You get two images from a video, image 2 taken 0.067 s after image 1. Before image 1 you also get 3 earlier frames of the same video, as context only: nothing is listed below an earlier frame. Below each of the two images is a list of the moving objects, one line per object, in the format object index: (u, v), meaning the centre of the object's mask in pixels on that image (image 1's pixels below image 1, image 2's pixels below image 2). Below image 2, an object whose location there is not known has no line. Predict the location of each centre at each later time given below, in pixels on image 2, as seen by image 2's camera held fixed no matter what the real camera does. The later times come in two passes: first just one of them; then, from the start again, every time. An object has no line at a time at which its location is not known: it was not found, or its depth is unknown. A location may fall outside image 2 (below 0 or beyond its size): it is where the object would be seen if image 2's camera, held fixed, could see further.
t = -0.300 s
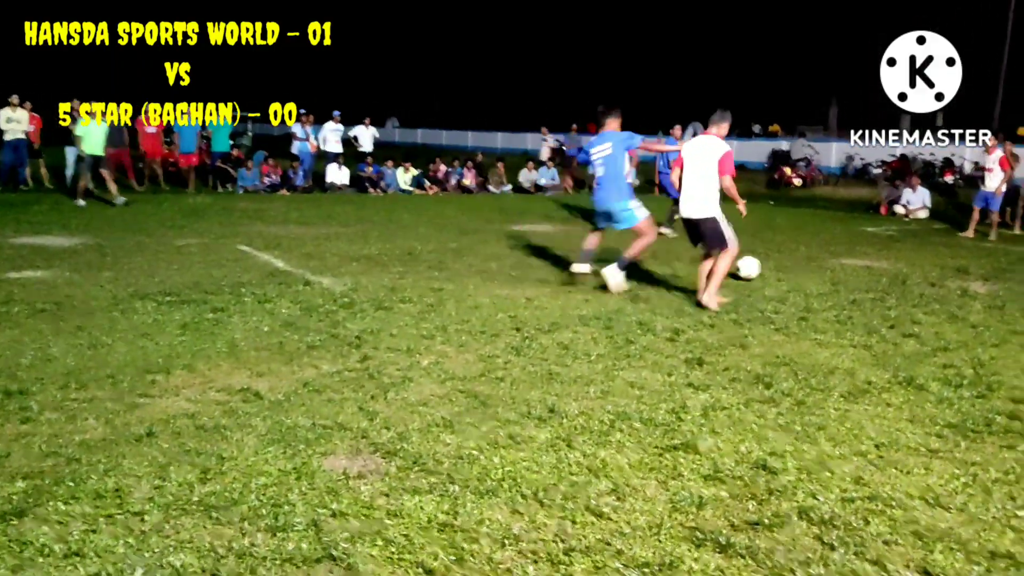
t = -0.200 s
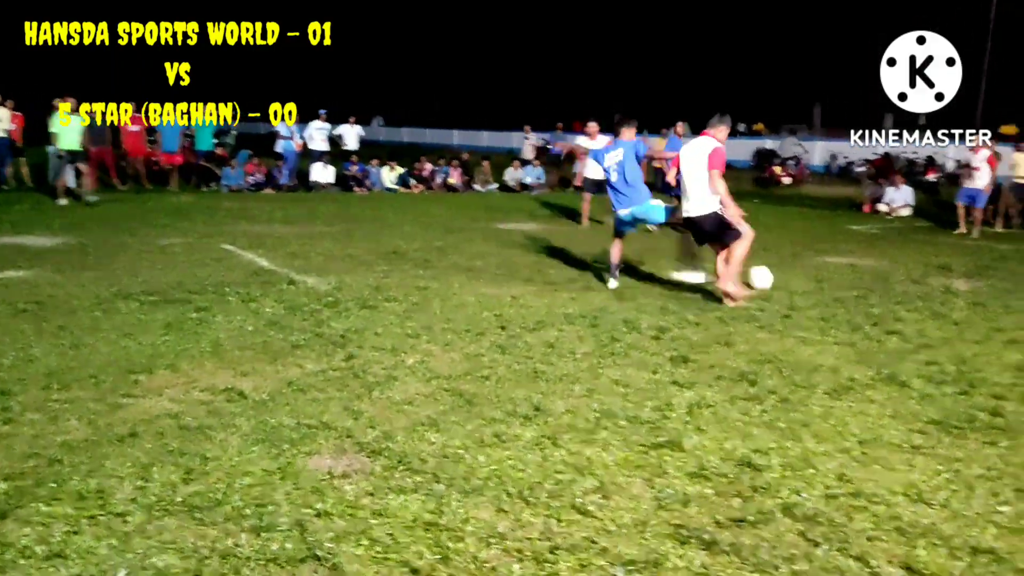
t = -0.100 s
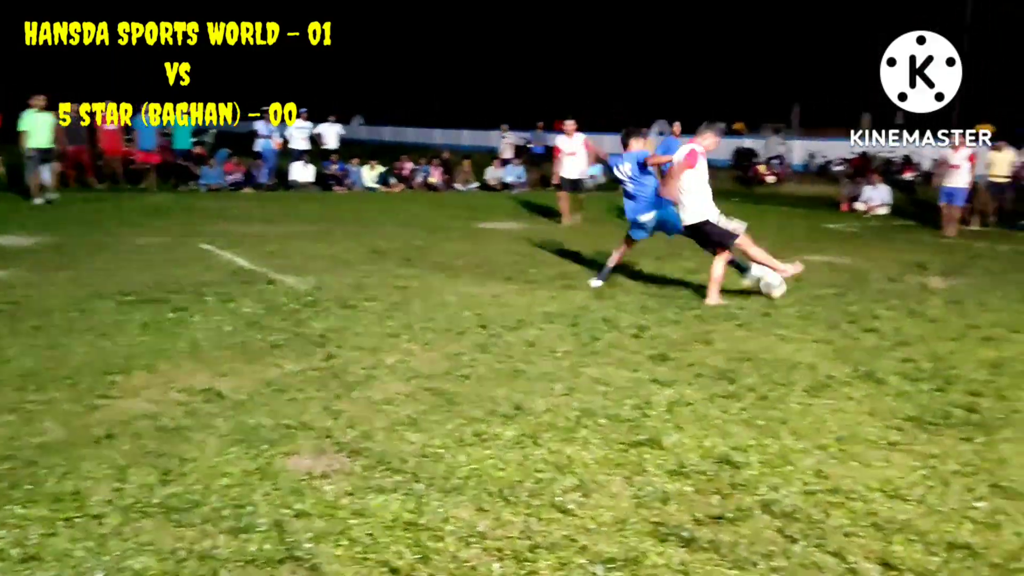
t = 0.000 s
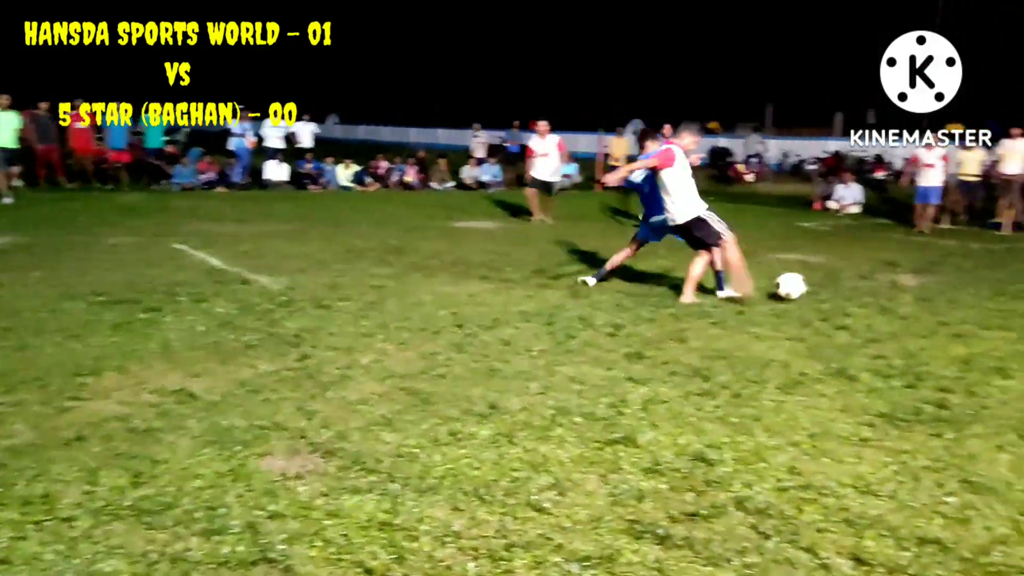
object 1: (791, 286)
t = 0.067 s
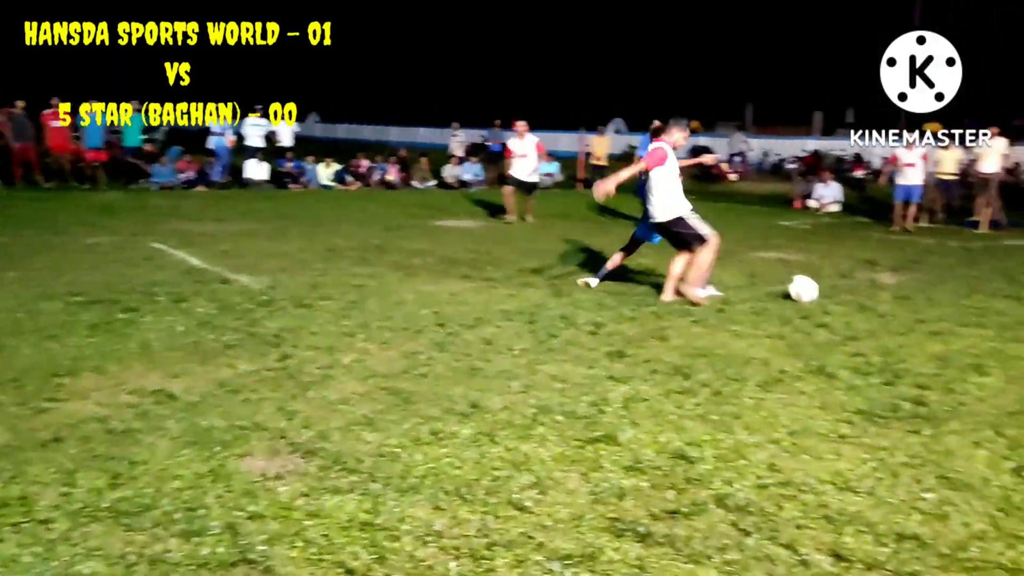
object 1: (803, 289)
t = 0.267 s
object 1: (892, 302)
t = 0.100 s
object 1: (818, 293)
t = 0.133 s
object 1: (833, 293)
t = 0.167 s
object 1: (848, 294)
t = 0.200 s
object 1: (863, 296)
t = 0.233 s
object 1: (877, 299)
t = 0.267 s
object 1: (892, 302)
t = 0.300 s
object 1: (906, 303)
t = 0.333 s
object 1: (921, 305)
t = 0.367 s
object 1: (937, 306)
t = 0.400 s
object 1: (952, 309)
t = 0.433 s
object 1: (967, 311)
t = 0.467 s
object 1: (983, 313)
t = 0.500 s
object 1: (998, 315)
